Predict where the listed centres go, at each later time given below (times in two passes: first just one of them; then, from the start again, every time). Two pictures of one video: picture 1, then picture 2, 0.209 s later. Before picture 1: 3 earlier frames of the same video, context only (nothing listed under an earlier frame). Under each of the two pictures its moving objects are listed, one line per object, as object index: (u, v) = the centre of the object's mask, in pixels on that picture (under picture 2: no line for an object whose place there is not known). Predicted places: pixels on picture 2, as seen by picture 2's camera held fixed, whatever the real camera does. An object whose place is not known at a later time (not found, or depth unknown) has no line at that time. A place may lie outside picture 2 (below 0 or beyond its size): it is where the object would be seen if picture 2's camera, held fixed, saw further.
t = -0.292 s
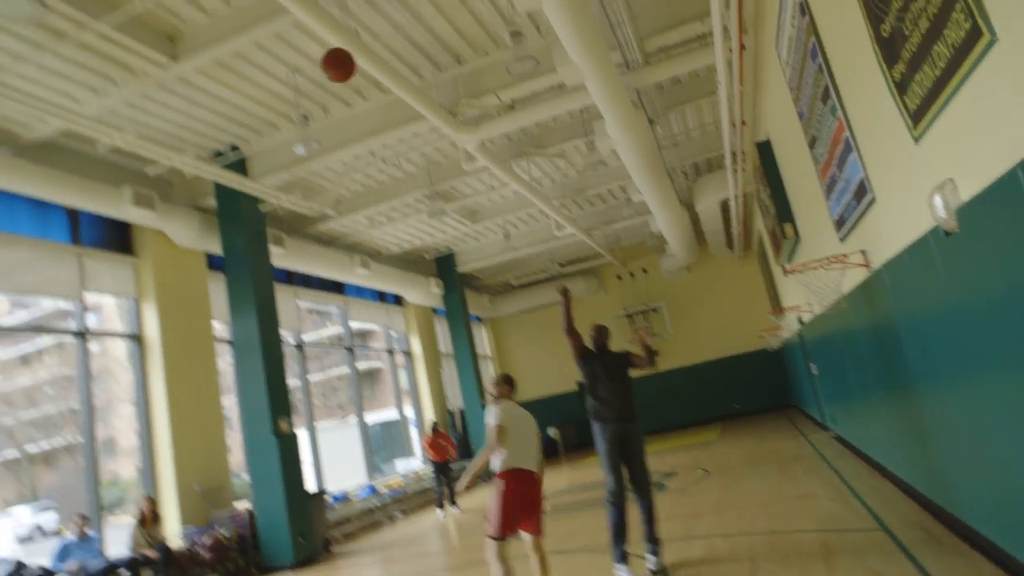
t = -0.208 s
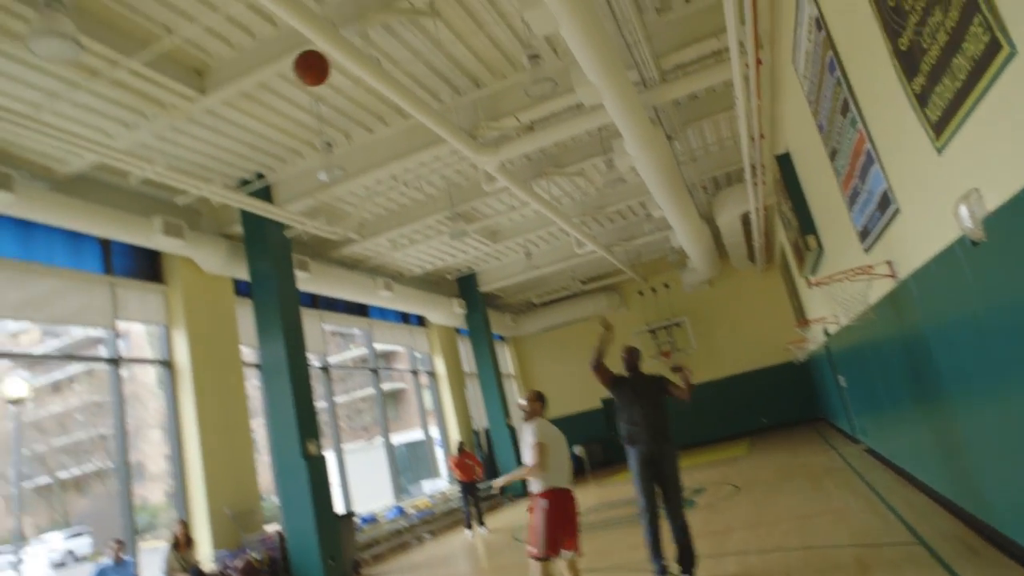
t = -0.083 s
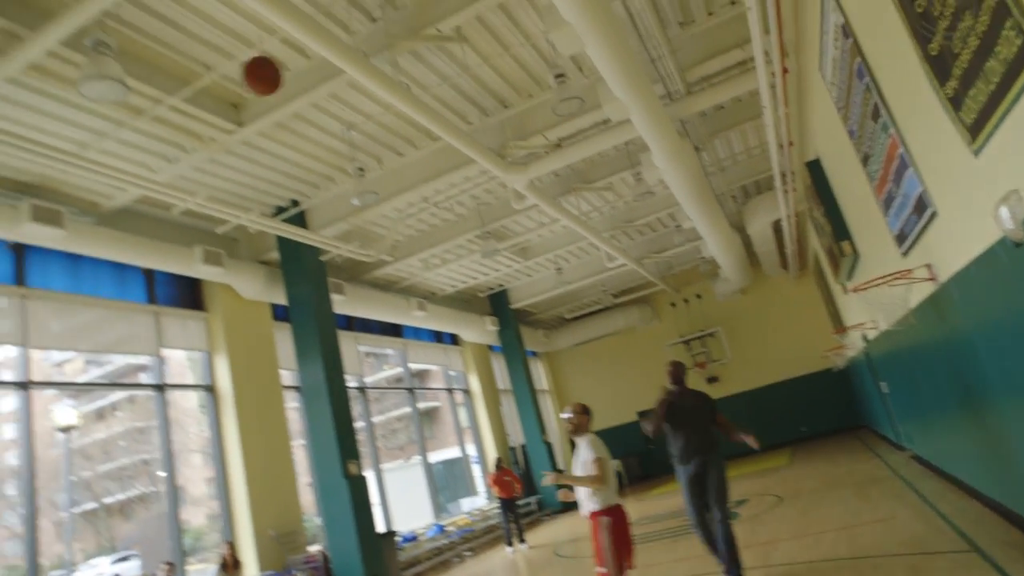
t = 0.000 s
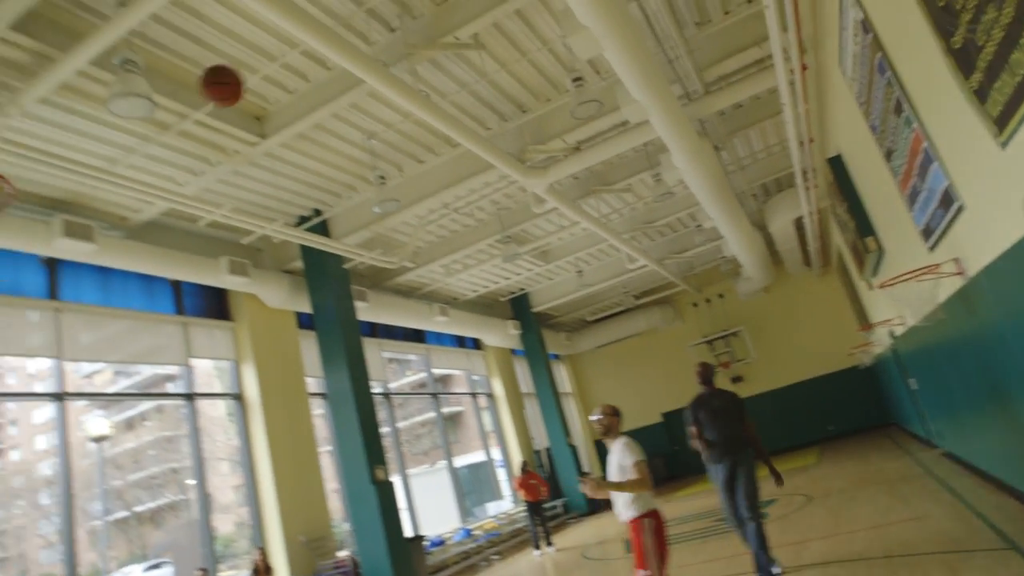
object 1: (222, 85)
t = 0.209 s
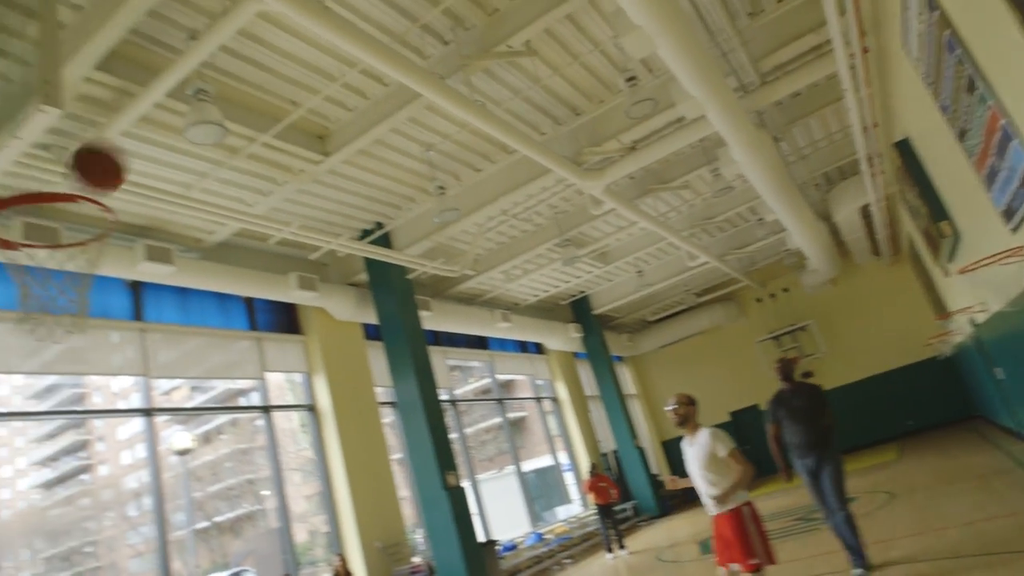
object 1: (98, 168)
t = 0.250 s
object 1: (47, 193)
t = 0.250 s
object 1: (47, 193)
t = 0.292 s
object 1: (35, 227)
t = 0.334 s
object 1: (71, 260)
